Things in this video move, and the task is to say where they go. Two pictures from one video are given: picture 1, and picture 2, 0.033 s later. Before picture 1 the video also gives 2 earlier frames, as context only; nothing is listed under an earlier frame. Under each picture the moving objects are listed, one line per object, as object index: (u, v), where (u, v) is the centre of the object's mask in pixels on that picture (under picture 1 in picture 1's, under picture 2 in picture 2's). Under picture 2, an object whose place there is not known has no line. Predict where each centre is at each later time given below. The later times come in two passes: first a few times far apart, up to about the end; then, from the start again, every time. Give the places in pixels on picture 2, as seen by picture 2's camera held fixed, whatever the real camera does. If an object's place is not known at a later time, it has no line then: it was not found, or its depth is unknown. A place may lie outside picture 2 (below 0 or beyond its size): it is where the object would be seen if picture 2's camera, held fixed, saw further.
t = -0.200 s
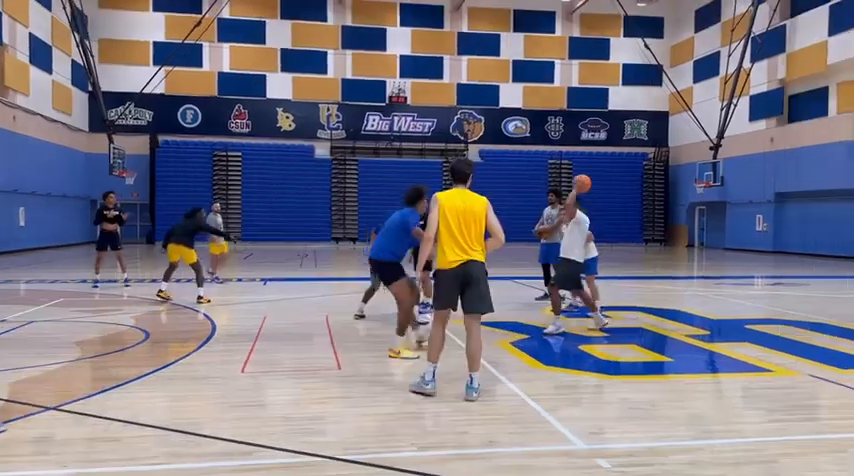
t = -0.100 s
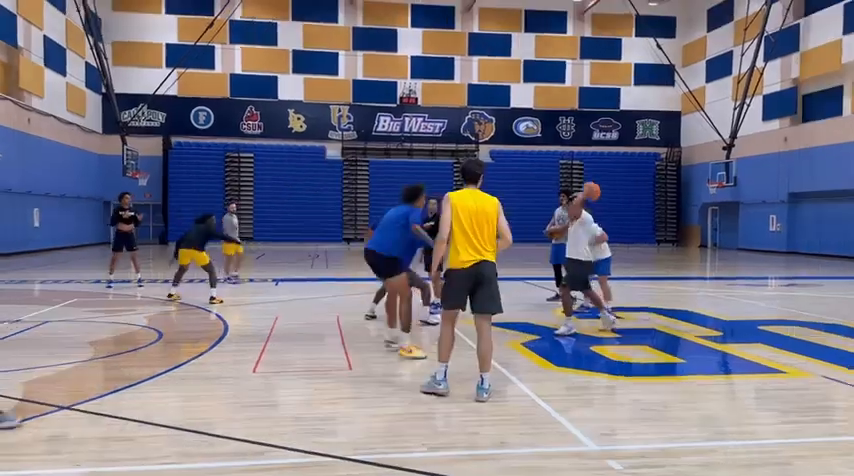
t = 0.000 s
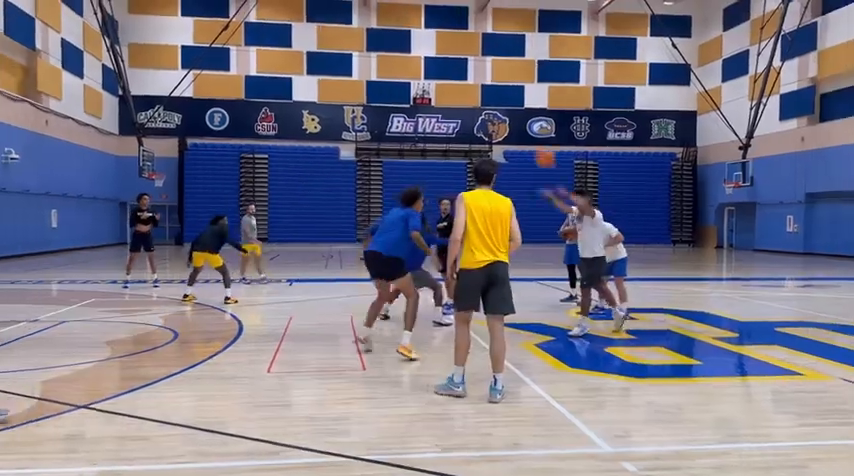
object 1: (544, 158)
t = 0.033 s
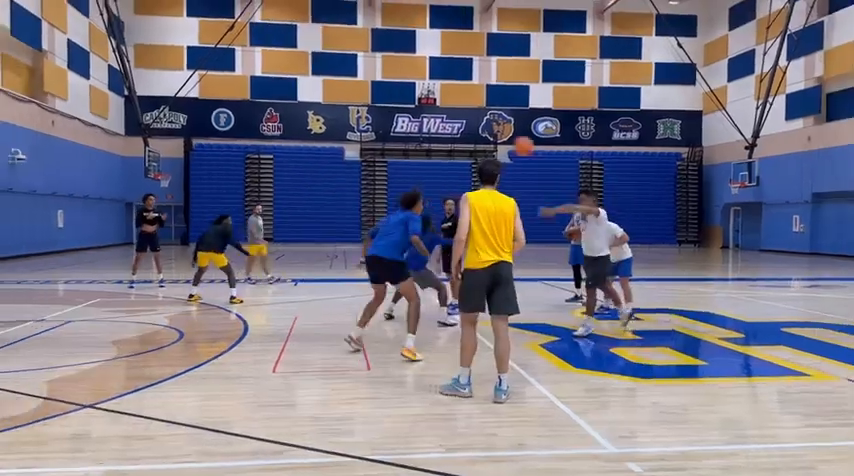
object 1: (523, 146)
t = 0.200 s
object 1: (386, 97)
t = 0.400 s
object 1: (198, 60)
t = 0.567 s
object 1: (13, 53)
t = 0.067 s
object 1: (496, 135)
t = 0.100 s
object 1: (470, 125)
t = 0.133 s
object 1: (442, 115)
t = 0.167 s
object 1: (415, 106)
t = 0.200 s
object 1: (386, 97)
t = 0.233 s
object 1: (355, 88)
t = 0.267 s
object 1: (326, 82)
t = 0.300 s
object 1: (295, 78)
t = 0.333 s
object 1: (263, 71)
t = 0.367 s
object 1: (230, 64)
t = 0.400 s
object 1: (198, 60)
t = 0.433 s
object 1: (160, 60)
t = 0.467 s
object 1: (126, 55)
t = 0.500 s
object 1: (89, 55)
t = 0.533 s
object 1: (52, 53)
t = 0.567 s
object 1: (13, 53)
